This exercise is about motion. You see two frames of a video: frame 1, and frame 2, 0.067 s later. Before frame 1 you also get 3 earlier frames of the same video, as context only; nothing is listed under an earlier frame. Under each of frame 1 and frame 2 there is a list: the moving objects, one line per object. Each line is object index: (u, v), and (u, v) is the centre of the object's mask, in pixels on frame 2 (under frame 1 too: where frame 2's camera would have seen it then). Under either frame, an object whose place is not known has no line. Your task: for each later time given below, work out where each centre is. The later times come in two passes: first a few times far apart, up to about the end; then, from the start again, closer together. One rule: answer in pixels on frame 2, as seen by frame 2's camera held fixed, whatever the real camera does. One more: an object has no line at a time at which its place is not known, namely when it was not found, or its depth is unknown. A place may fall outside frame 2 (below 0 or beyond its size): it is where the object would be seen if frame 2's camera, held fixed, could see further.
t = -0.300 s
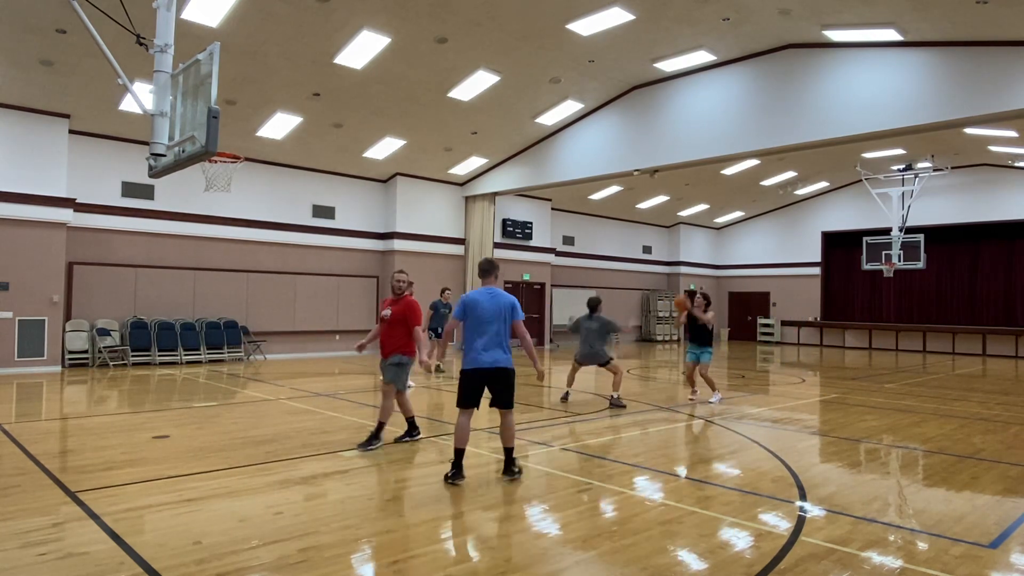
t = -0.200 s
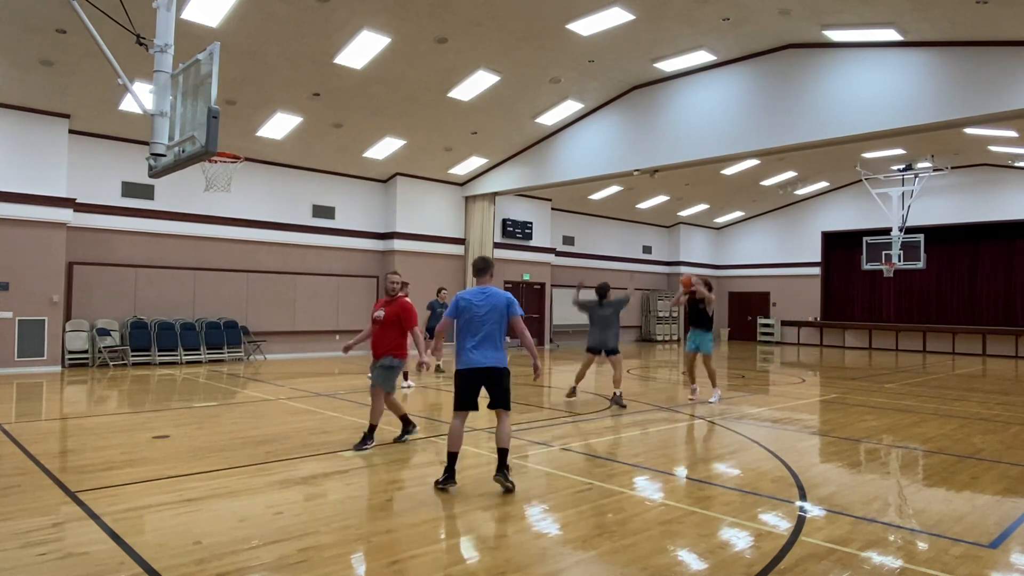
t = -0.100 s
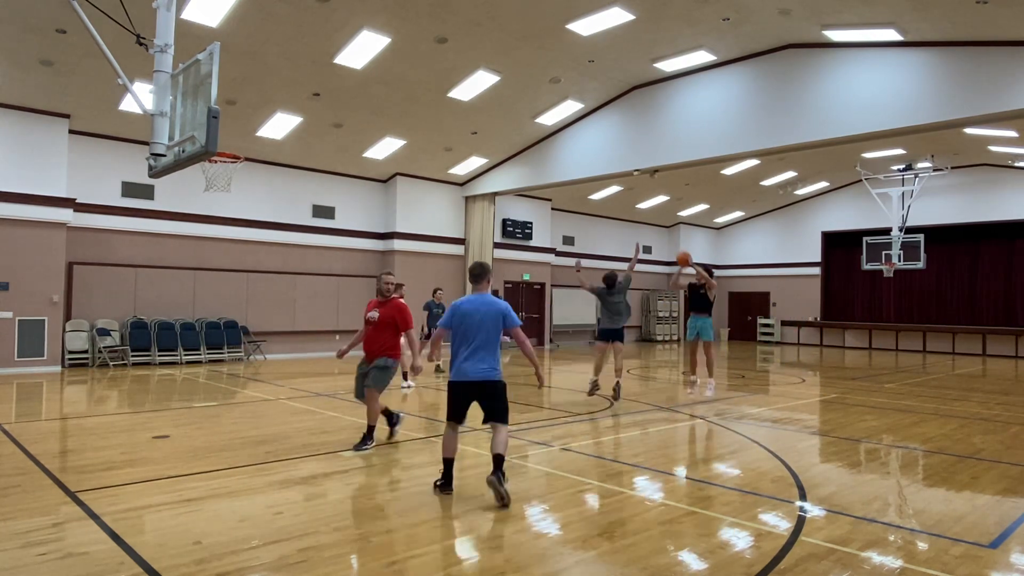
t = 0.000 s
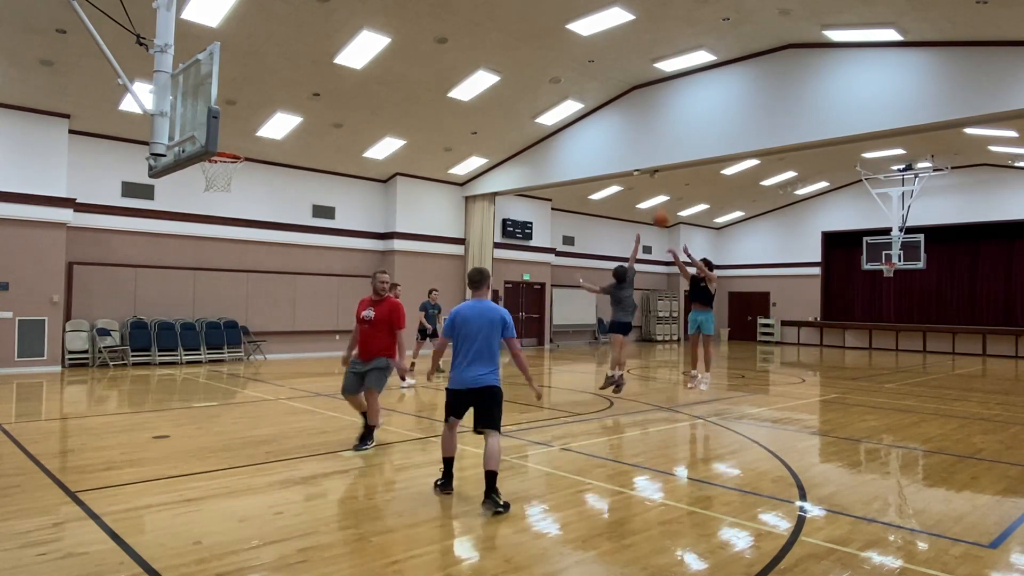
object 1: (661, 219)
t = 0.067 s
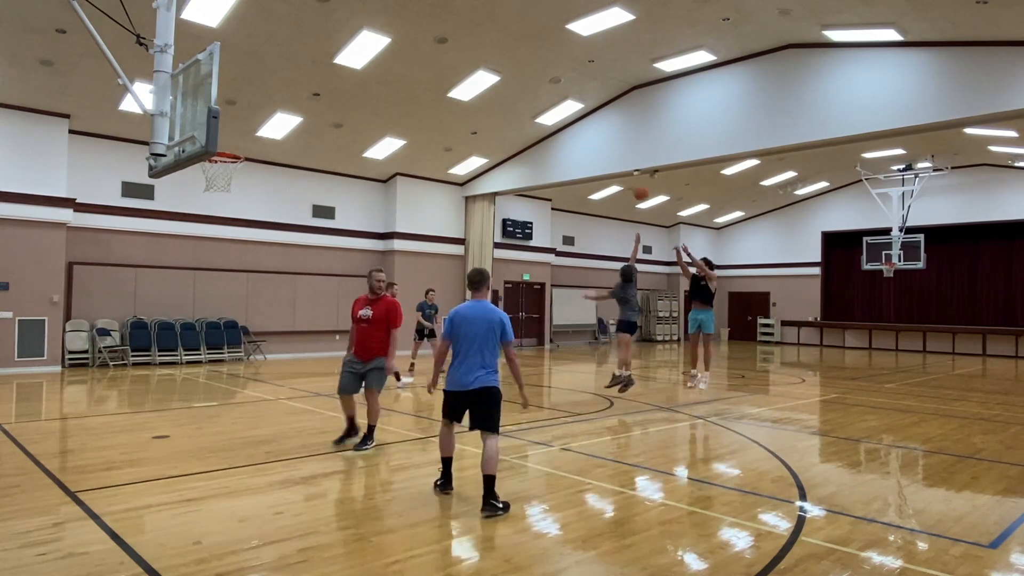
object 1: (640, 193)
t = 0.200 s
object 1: (601, 147)
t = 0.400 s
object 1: (536, 96)
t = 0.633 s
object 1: (454, 66)
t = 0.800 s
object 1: (389, 69)
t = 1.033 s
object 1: (289, 106)
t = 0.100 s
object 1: (631, 181)
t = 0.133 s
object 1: (621, 169)
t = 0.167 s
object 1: (611, 157)
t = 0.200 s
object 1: (601, 147)
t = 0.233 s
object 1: (590, 137)
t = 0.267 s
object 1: (579, 127)
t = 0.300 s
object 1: (570, 120)
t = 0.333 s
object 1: (558, 109)
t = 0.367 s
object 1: (546, 103)
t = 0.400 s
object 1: (536, 96)
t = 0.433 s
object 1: (525, 90)
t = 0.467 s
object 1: (513, 85)
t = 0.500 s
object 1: (502, 80)
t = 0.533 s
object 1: (490, 74)
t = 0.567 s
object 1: (477, 70)
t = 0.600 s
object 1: (465, 68)
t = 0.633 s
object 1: (454, 66)
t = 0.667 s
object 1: (441, 65)
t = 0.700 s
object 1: (428, 65)
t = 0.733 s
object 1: (415, 66)
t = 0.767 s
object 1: (402, 67)
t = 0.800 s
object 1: (389, 69)
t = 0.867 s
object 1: (361, 76)
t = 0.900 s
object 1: (347, 79)
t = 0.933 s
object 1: (332, 85)
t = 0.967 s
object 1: (318, 91)
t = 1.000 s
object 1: (303, 98)
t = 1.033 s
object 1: (289, 106)
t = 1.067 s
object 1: (270, 116)
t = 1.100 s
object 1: (255, 127)
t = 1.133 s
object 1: (241, 140)
